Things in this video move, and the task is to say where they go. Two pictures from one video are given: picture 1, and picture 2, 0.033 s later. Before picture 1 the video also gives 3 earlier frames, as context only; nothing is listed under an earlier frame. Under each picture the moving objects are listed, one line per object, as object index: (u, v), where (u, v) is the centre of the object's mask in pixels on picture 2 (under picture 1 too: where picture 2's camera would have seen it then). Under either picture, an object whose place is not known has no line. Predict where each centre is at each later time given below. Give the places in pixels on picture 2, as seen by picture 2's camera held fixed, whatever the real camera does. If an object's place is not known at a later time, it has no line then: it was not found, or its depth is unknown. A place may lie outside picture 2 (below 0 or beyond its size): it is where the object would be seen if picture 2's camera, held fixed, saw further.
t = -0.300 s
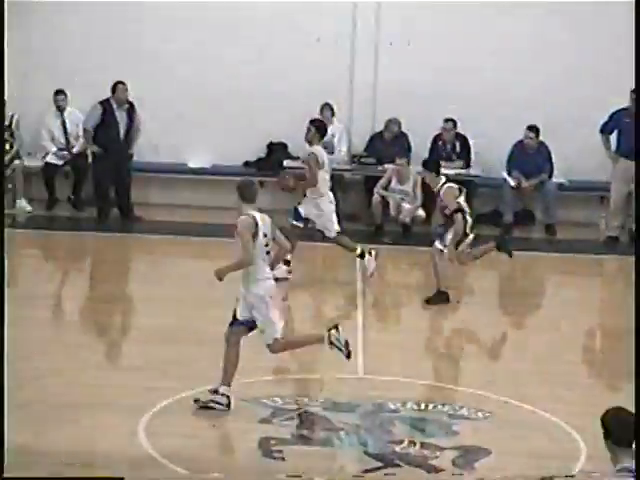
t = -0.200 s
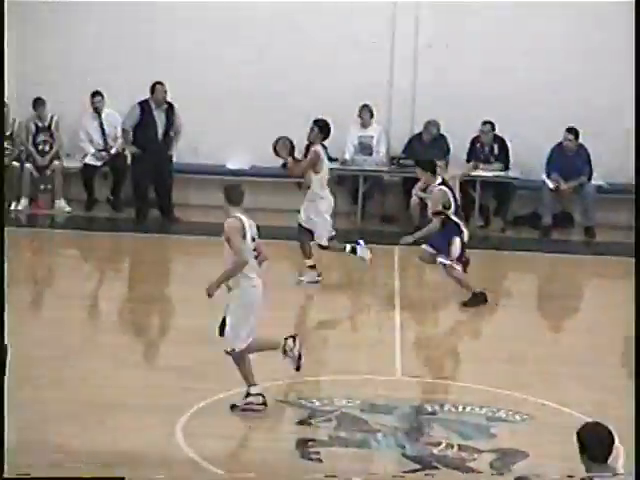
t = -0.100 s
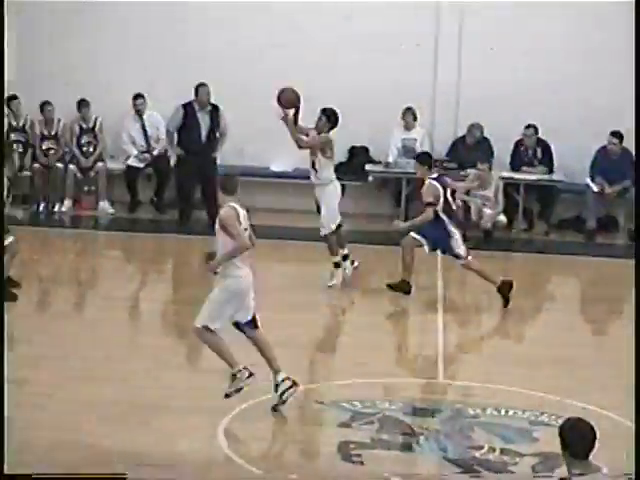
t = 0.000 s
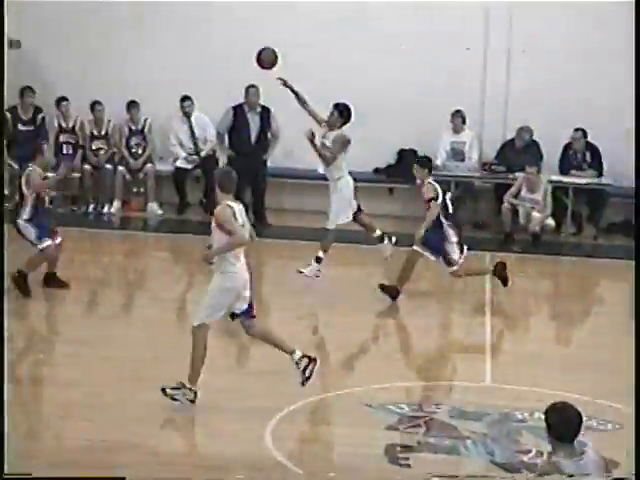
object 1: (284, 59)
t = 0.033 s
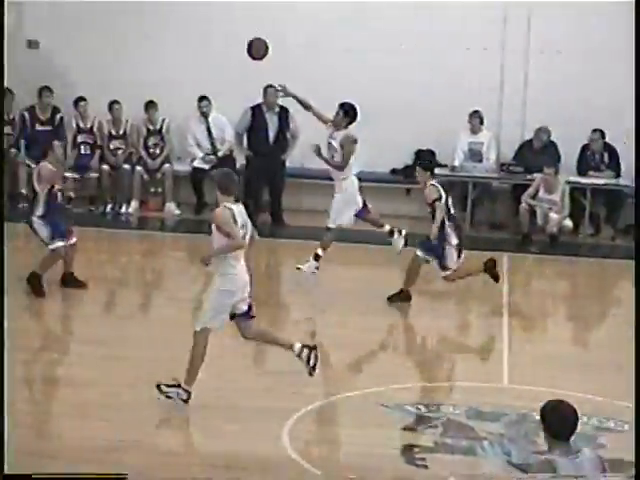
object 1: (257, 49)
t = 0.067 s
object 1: (231, 40)
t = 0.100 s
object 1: (204, 32)
